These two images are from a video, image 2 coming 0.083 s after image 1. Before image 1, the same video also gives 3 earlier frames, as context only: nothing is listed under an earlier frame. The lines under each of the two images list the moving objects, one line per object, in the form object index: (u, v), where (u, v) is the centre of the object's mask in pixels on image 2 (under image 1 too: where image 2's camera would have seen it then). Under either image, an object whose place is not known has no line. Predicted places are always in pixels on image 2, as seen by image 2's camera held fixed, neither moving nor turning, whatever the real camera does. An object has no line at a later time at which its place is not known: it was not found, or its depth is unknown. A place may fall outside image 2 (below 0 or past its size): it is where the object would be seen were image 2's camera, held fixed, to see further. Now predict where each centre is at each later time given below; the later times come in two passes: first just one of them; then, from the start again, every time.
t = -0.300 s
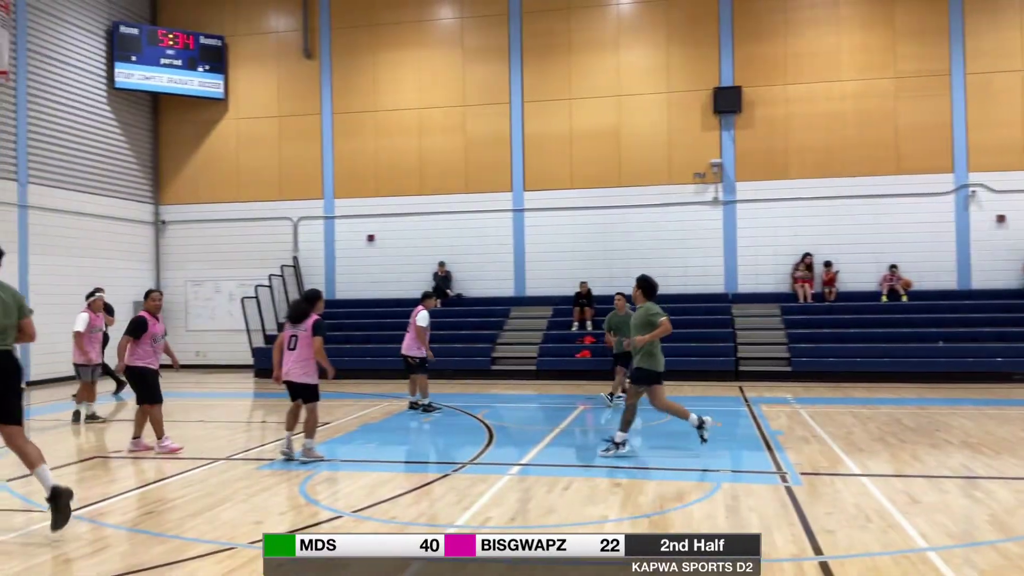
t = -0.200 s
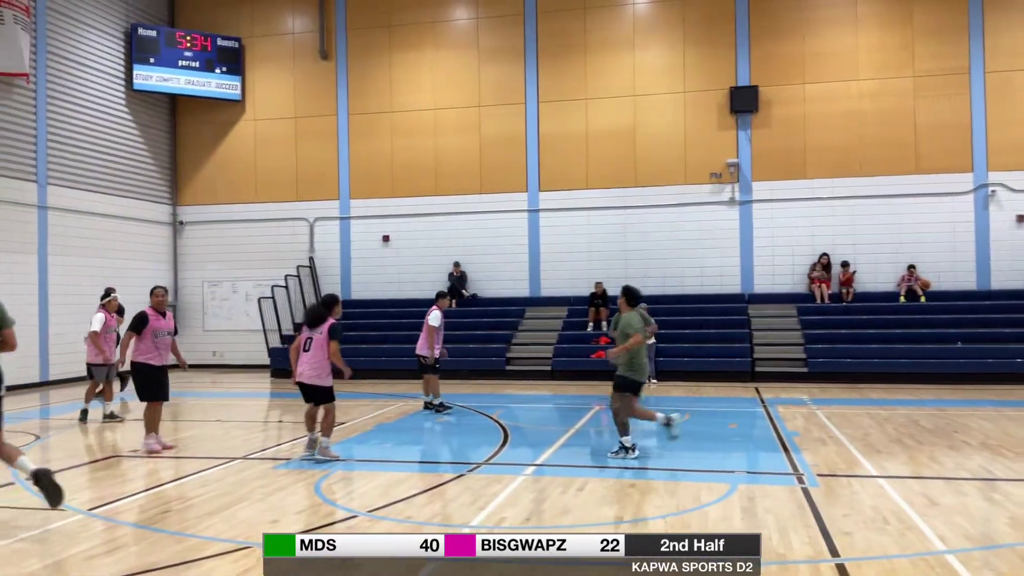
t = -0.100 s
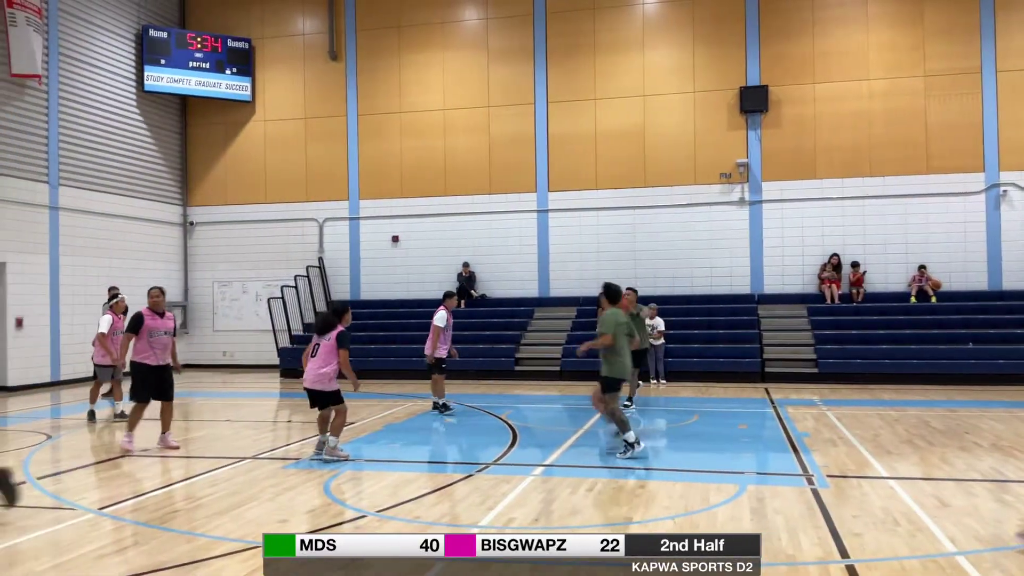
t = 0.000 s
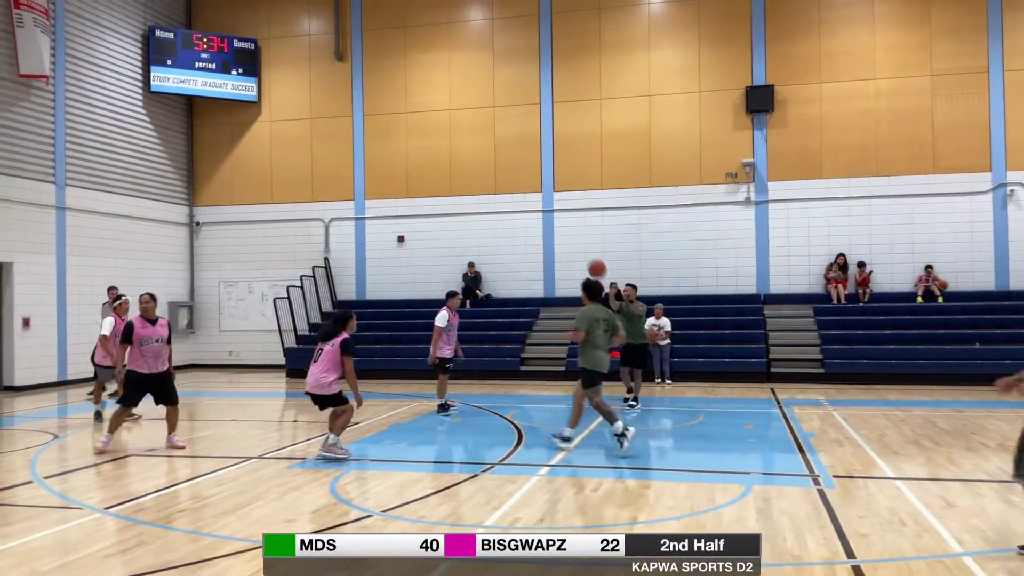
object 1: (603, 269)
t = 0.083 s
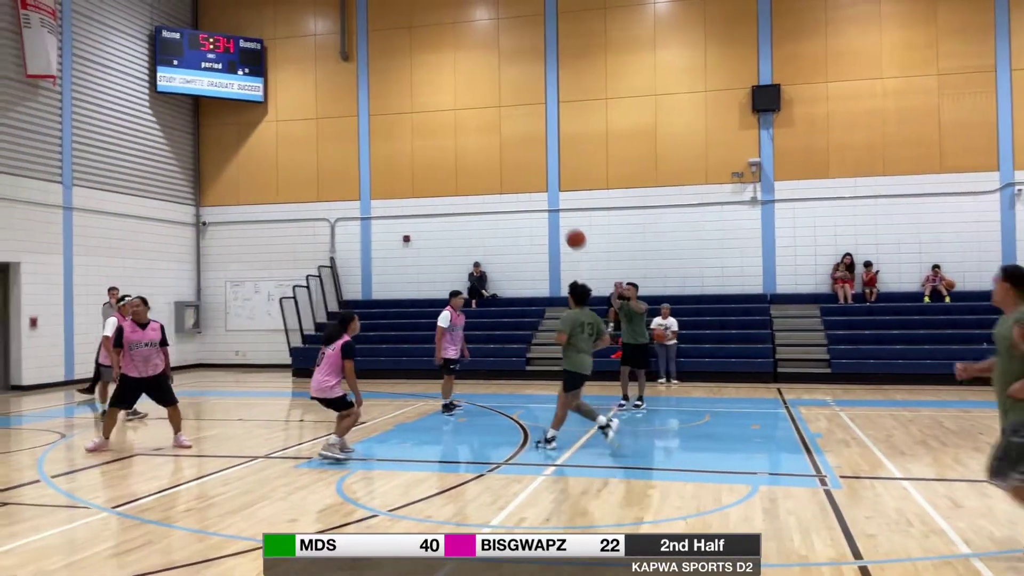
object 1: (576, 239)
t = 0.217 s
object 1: (527, 195)
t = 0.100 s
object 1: (570, 233)
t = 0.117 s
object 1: (564, 227)
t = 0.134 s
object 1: (559, 223)
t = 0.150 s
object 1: (553, 217)
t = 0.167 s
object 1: (547, 211)
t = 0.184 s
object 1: (541, 206)
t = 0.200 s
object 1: (534, 200)
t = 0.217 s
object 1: (527, 195)
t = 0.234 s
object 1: (521, 190)
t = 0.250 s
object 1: (514, 185)
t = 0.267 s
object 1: (508, 181)
